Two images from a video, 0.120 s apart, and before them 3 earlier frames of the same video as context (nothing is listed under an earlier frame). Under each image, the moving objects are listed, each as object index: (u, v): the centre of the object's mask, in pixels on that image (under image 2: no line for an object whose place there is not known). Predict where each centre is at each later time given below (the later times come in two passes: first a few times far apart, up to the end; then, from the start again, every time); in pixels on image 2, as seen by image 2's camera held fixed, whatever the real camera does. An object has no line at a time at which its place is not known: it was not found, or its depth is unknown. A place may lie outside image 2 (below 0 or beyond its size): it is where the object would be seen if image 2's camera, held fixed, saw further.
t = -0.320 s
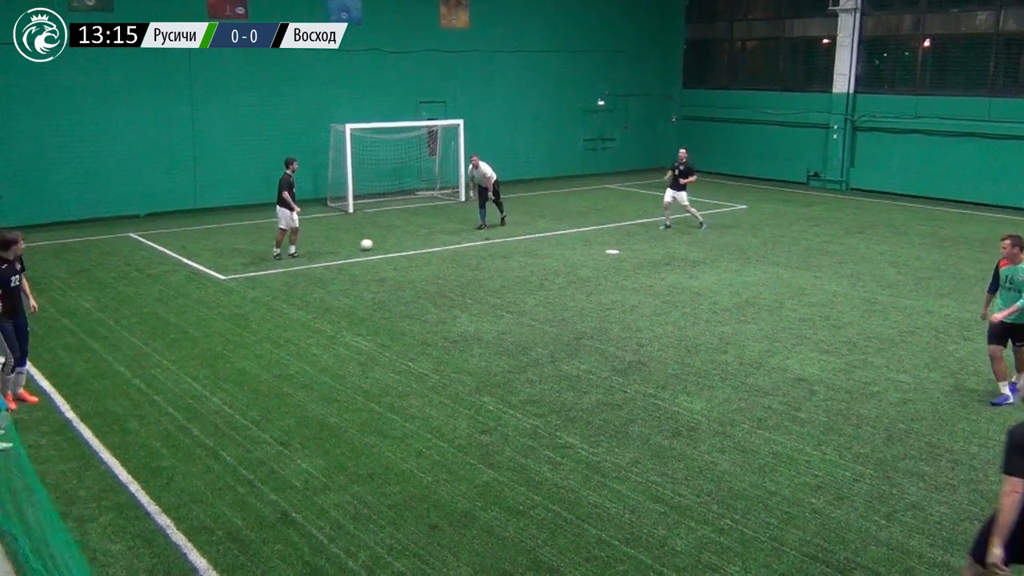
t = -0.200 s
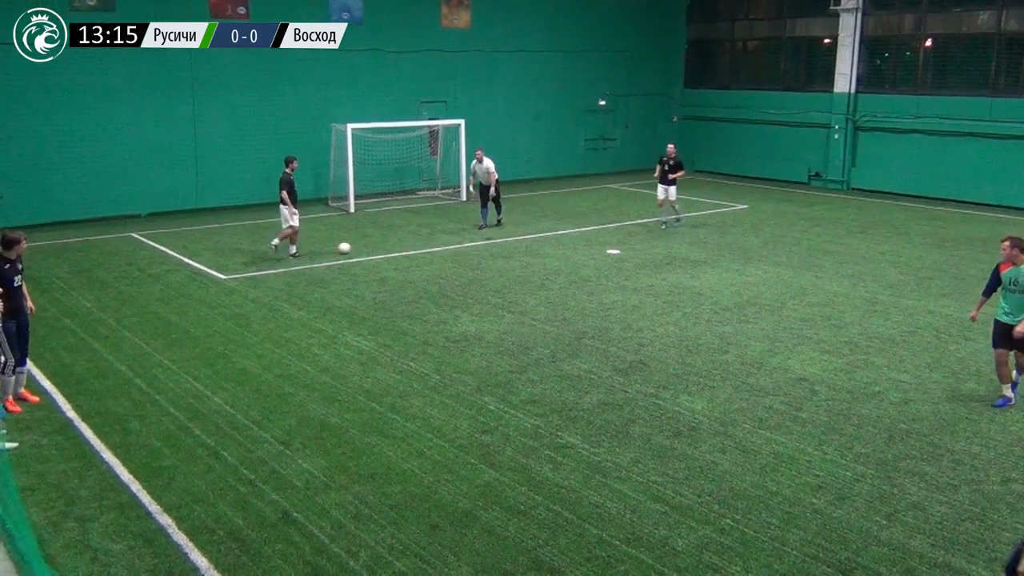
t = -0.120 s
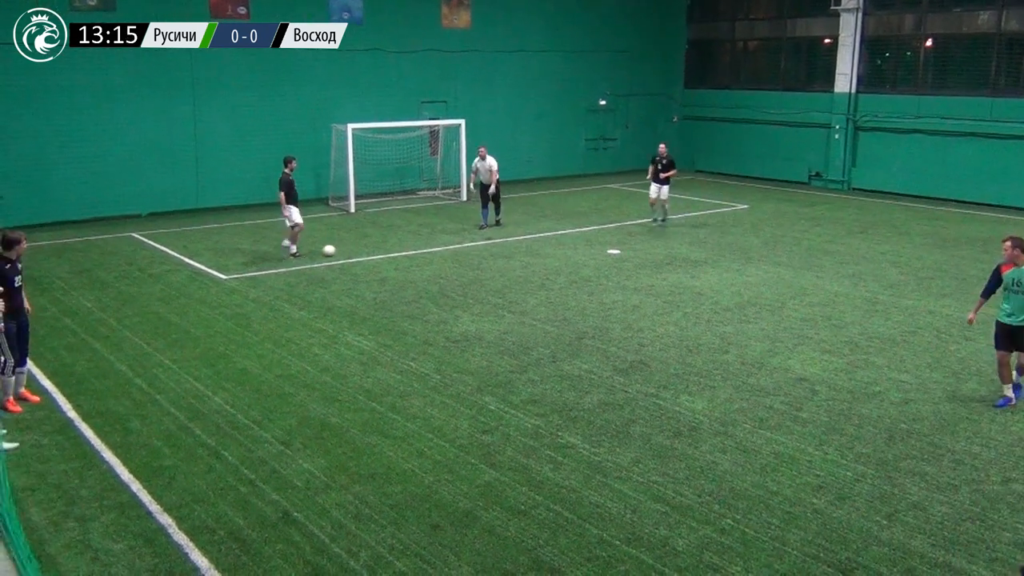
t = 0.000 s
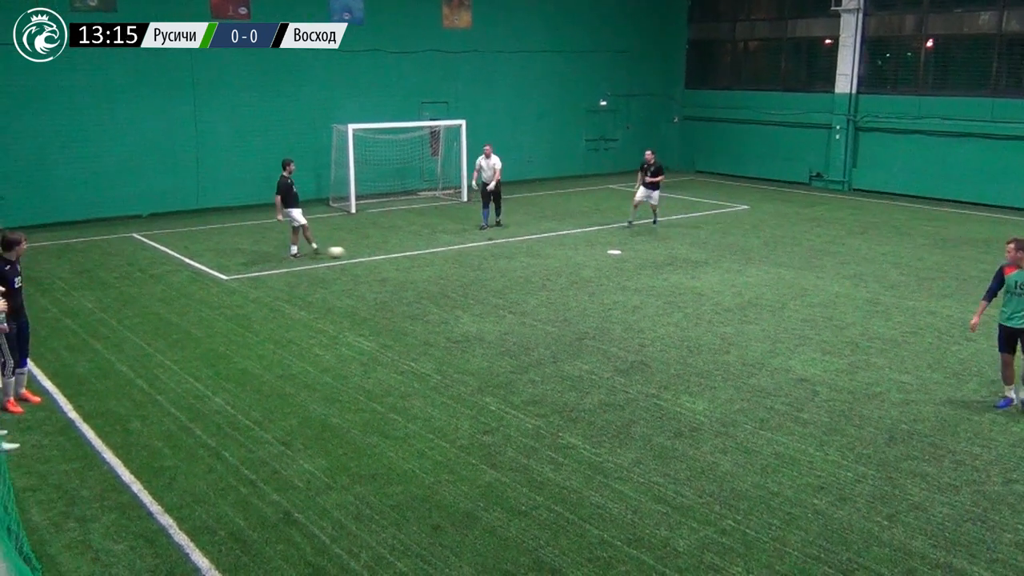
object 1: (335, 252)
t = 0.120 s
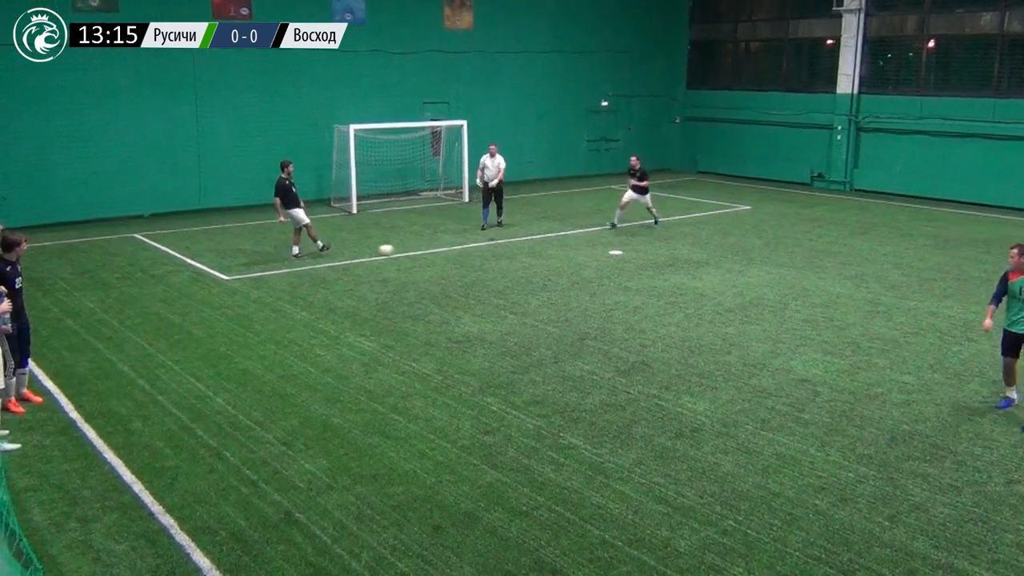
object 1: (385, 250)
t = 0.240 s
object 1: (428, 248)
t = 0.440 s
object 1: (484, 245)
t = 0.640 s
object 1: (529, 243)
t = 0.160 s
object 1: (401, 249)
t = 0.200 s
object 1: (415, 248)
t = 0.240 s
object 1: (428, 248)
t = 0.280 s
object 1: (440, 247)
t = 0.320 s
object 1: (452, 246)
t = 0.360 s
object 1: (464, 246)
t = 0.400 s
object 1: (474, 246)
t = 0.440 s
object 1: (484, 245)
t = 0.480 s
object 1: (493, 245)
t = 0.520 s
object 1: (503, 244)
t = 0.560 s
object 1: (512, 244)
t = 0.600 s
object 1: (521, 244)
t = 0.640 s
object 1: (529, 243)
